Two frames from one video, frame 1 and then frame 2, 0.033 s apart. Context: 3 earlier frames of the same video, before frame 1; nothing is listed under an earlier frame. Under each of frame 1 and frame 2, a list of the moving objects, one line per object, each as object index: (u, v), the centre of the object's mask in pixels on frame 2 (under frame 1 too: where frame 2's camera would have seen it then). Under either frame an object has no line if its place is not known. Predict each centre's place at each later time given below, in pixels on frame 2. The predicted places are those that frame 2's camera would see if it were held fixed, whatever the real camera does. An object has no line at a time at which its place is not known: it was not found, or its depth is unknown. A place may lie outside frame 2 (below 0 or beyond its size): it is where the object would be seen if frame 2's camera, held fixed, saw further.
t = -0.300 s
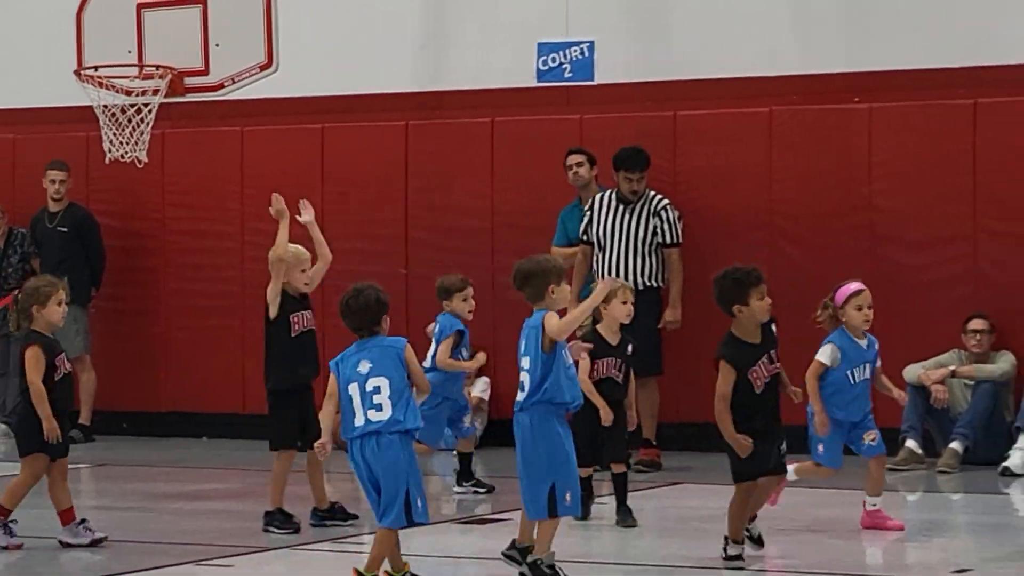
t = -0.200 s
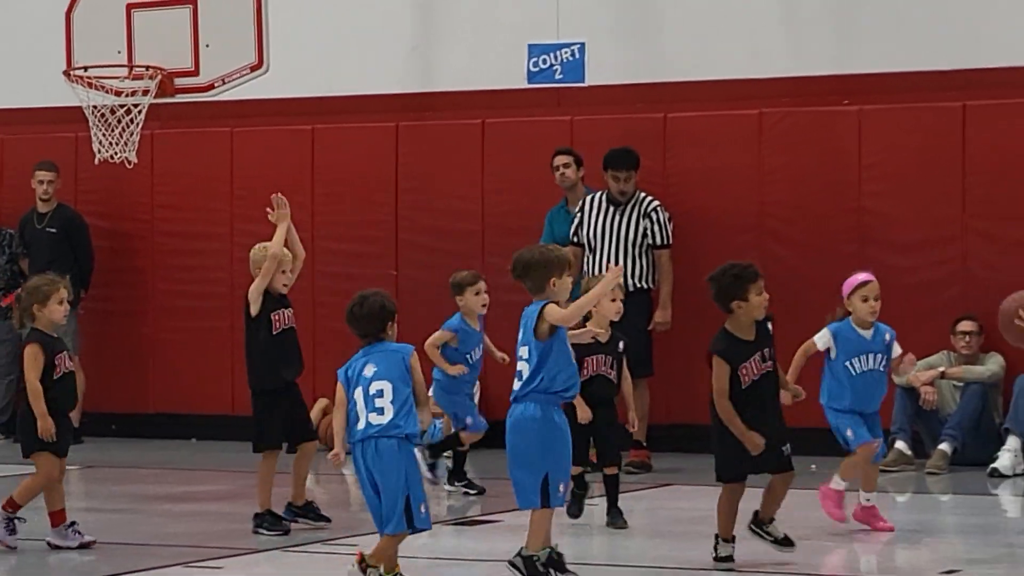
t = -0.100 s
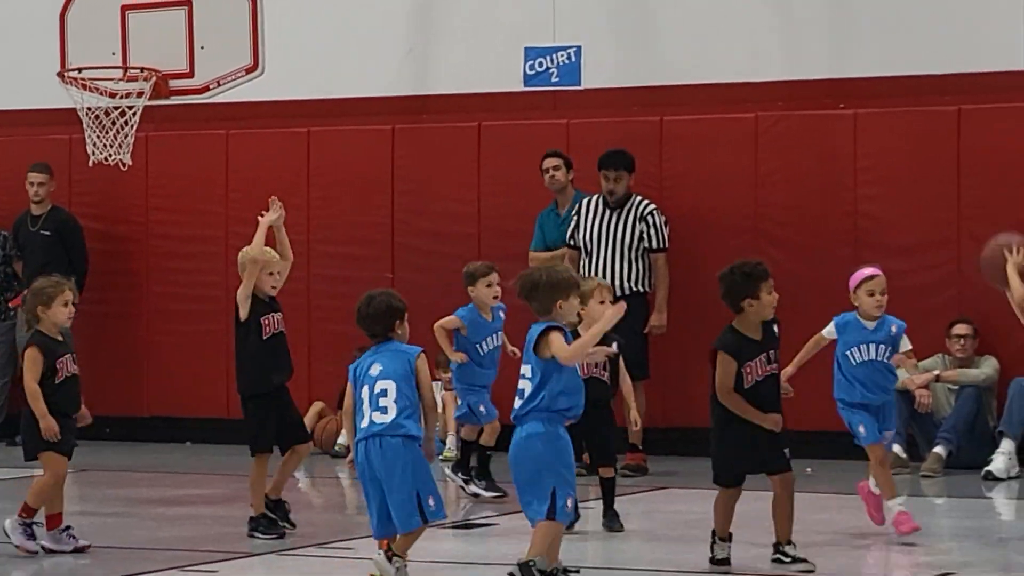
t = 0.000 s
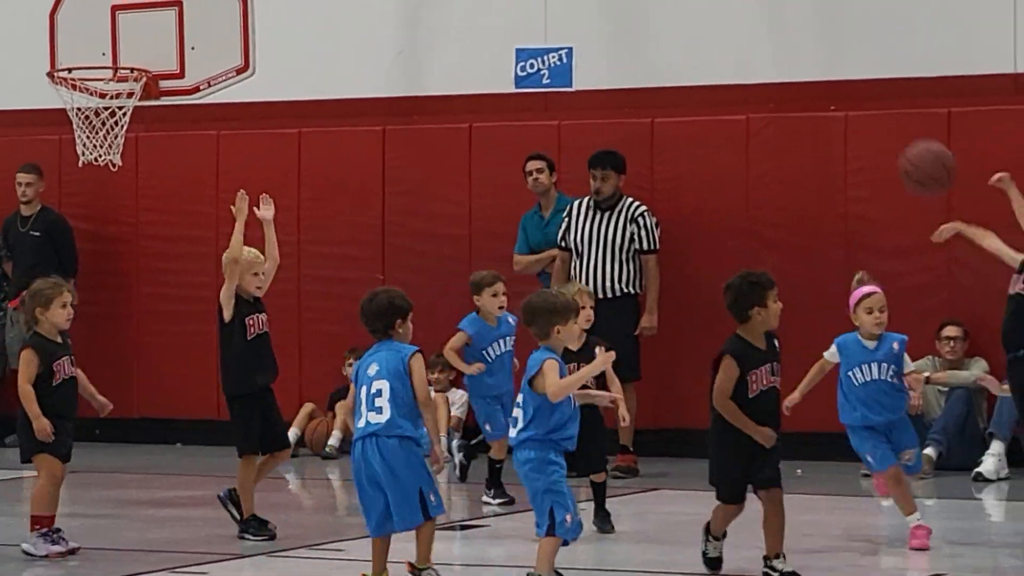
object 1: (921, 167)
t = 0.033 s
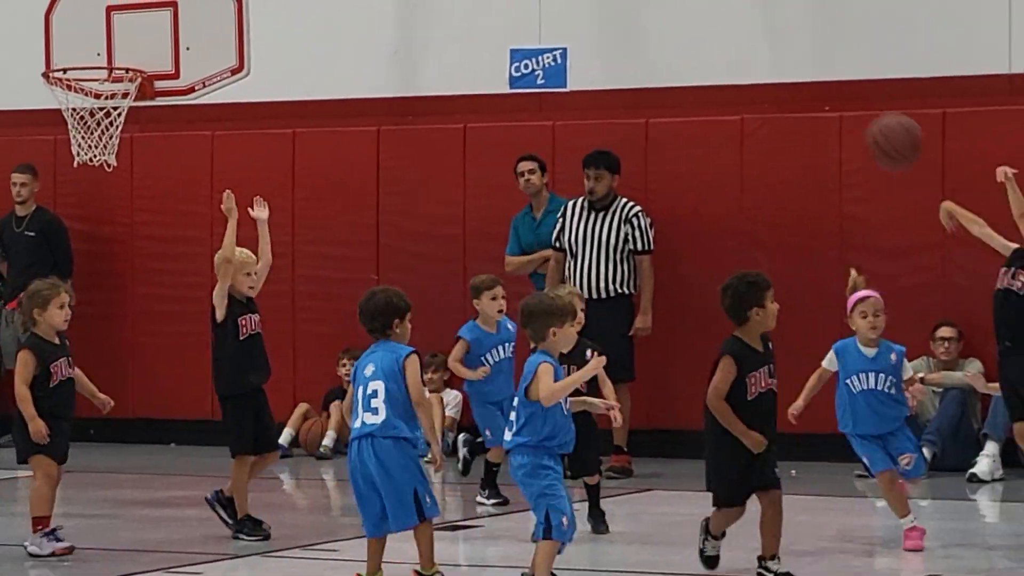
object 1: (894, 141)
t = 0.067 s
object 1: (867, 115)
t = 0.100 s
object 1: (841, 94)
